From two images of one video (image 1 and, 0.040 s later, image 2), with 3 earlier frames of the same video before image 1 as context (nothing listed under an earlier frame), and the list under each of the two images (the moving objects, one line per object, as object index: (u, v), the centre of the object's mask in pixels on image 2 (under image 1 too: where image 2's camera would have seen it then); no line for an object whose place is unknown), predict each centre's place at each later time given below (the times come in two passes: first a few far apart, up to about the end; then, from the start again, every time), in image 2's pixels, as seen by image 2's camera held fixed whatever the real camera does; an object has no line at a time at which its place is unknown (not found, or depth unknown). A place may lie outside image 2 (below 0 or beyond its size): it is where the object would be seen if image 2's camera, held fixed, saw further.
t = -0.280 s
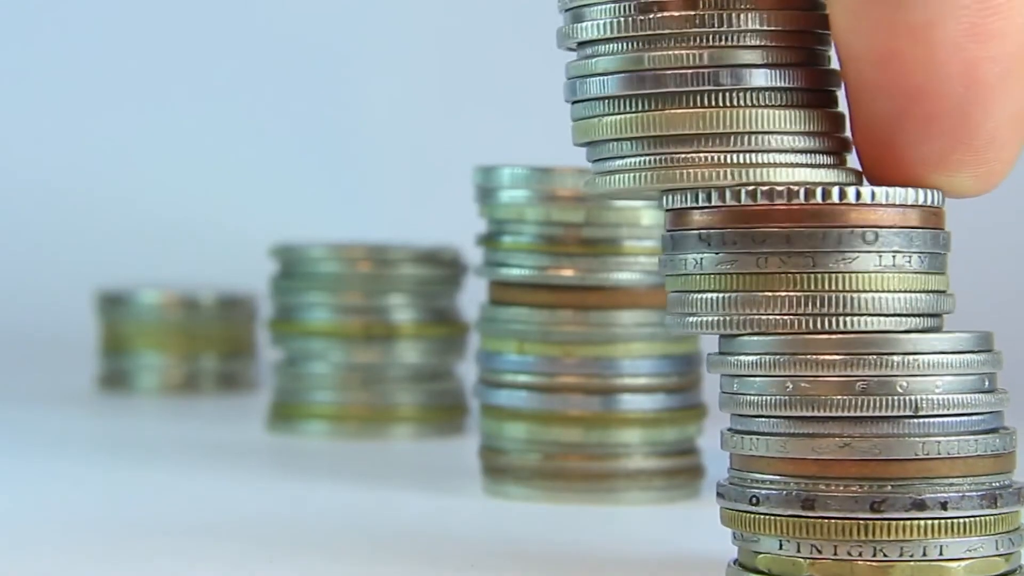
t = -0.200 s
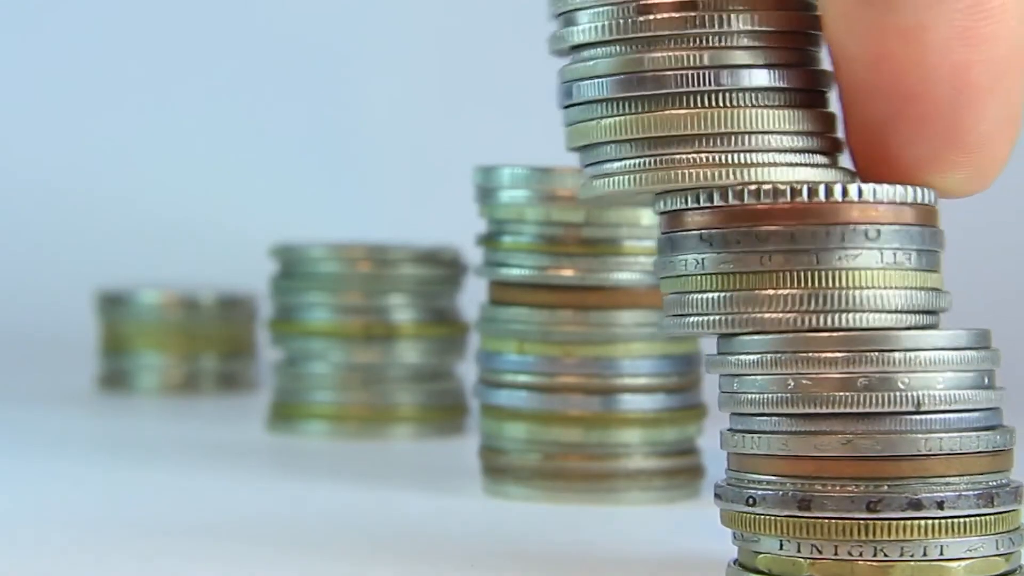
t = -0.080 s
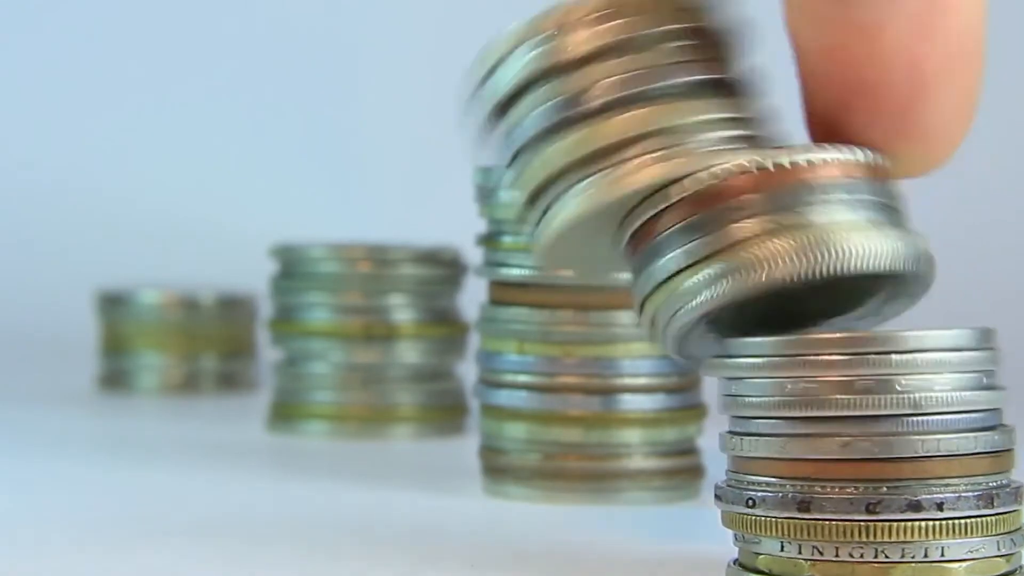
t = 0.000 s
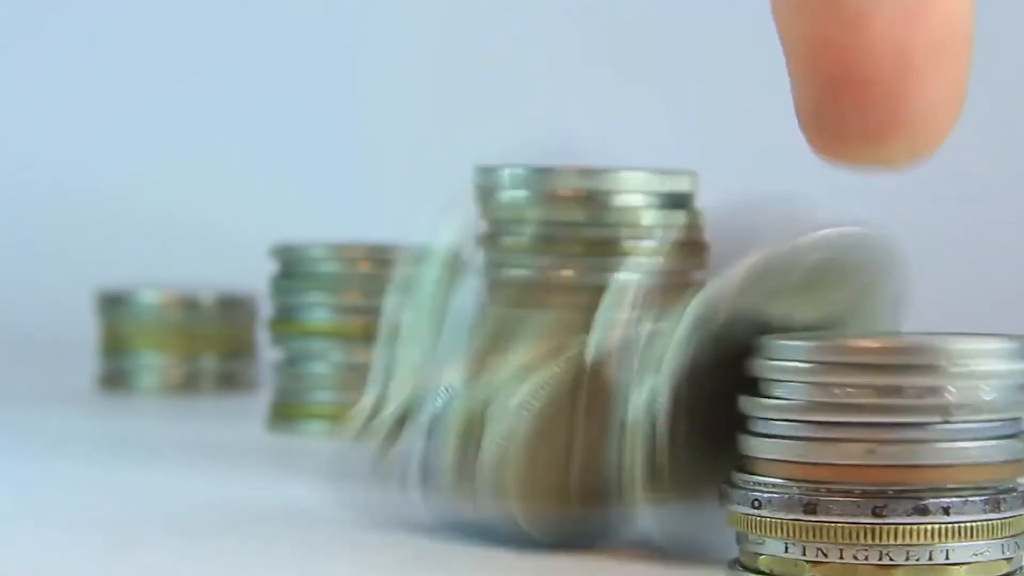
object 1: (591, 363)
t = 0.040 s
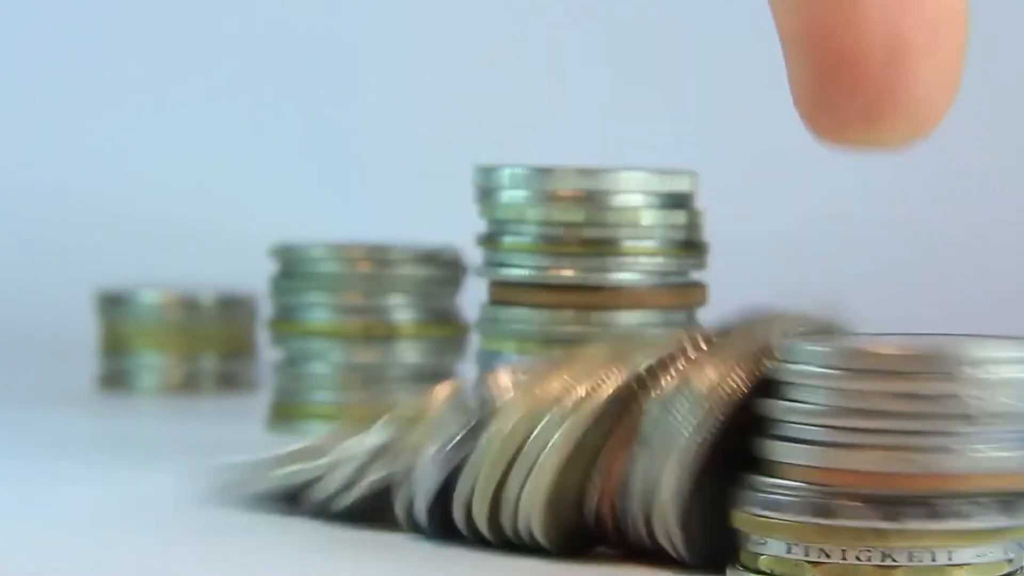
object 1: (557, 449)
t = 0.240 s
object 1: (619, 475)
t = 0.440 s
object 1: (623, 476)
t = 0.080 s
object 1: (560, 459)
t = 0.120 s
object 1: (630, 468)
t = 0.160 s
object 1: (626, 472)
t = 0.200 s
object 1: (623, 474)
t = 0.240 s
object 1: (619, 475)
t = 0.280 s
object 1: (617, 475)
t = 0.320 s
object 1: (616, 475)
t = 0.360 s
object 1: (614, 477)
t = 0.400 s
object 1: (621, 477)
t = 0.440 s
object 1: (623, 476)
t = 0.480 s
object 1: (625, 476)
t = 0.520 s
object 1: (627, 476)
